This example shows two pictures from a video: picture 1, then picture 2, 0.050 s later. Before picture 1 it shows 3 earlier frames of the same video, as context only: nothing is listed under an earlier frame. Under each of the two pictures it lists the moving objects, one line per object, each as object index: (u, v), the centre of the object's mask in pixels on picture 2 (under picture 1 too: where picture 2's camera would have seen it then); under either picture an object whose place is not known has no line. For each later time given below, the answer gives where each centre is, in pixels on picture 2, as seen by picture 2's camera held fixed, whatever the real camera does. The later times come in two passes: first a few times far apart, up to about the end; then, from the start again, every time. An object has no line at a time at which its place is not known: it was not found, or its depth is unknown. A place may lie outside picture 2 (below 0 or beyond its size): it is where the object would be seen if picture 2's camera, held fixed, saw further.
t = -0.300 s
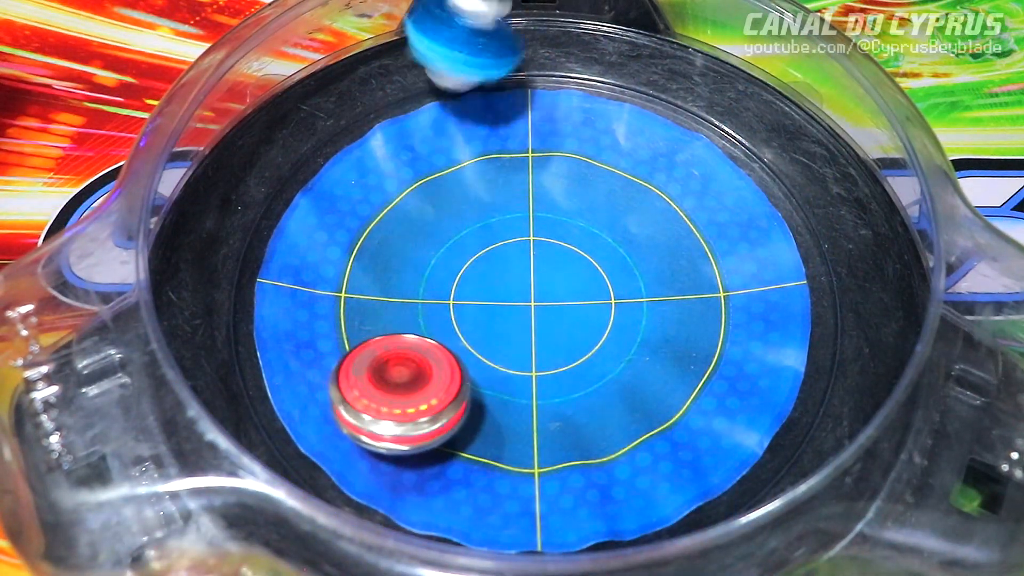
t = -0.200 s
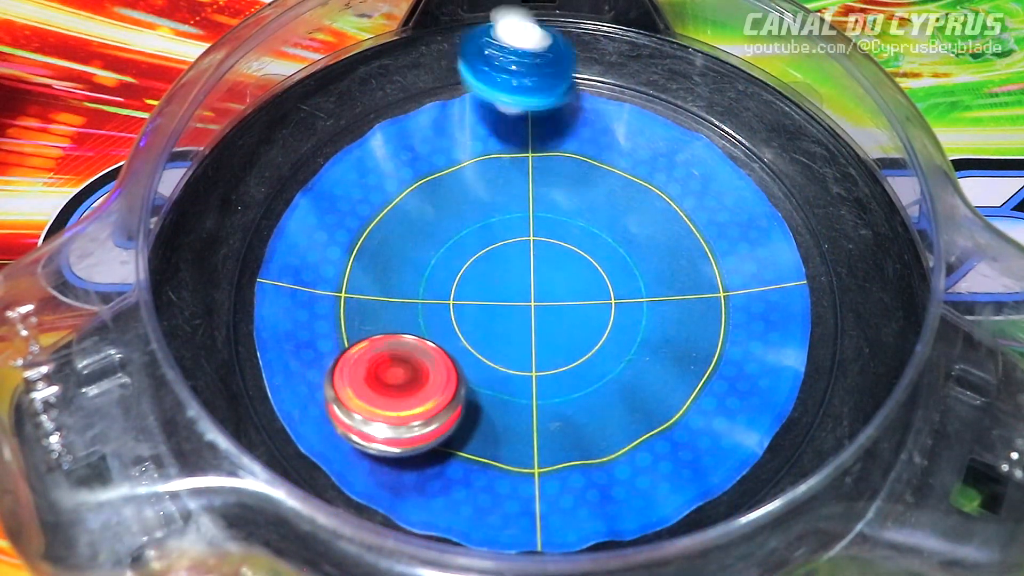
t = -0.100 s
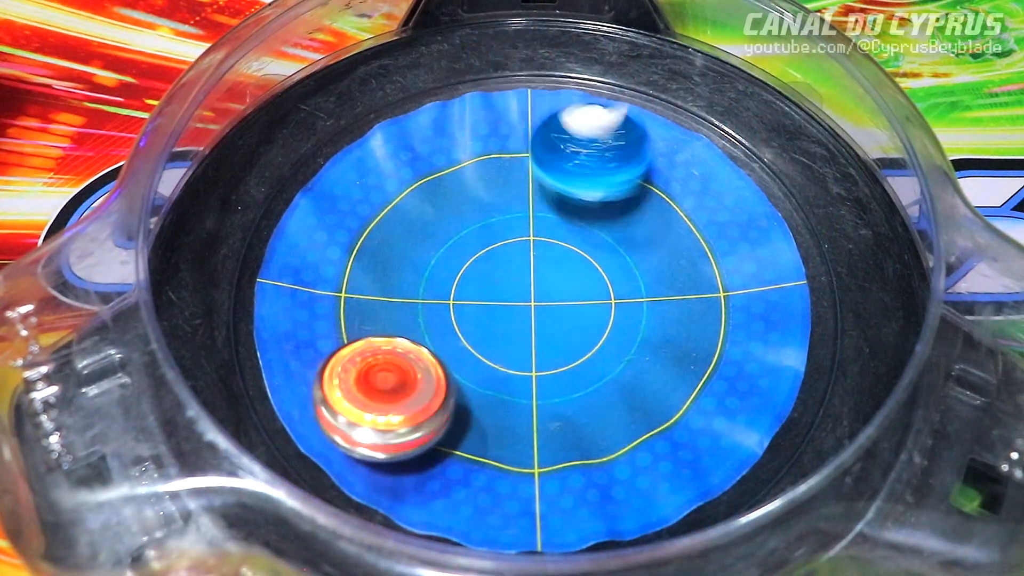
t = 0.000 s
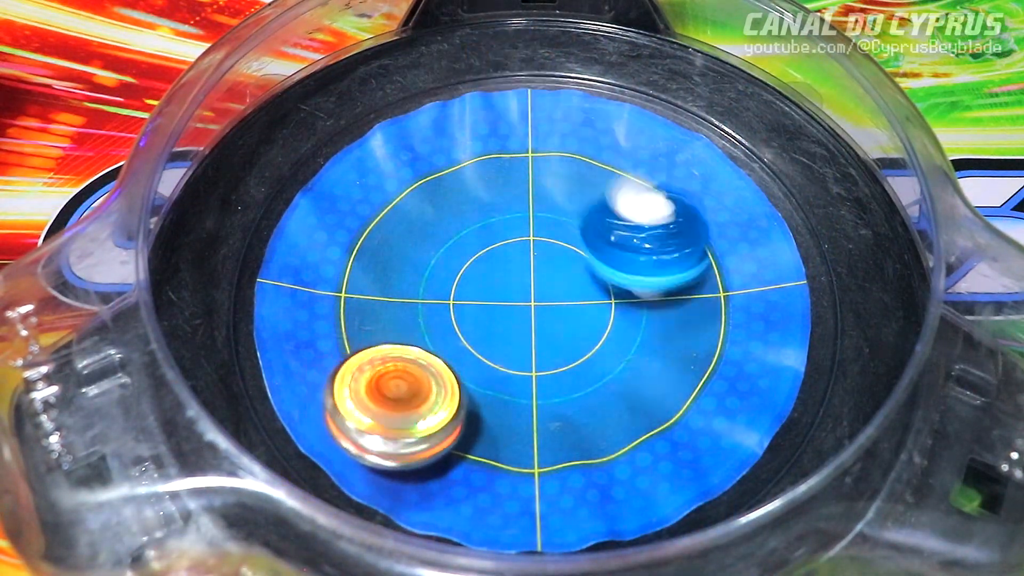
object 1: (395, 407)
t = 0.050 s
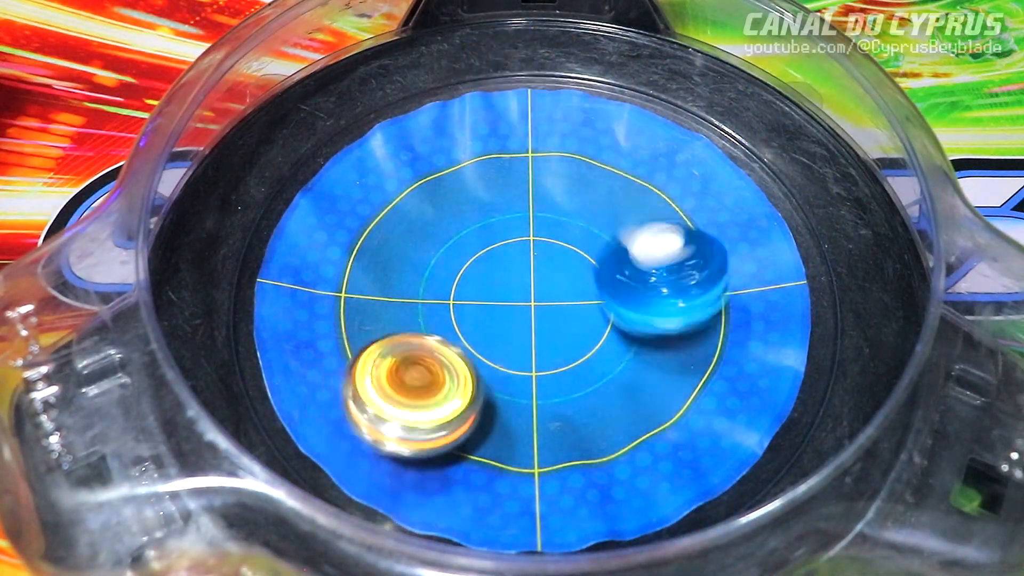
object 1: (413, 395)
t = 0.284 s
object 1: (396, 269)
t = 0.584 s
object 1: (305, 312)
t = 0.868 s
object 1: (448, 214)
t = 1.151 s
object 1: (324, 157)
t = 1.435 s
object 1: (474, 272)
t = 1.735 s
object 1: (569, 119)
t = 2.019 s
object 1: (436, 193)
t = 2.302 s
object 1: (622, 249)
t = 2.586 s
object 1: (589, 132)
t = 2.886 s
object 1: (449, 182)
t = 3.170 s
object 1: (593, 305)
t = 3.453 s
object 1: (713, 205)
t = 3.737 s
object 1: (592, 199)
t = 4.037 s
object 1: (685, 316)
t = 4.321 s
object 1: (620, 258)
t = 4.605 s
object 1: (522, 389)
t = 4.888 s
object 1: (640, 377)
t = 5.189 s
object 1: (461, 270)
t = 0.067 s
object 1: (418, 389)
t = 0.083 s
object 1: (422, 382)
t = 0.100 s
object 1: (425, 373)
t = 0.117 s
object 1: (427, 364)
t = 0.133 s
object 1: (429, 353)
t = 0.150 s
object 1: (429, 343)
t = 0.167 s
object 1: (428, 334)
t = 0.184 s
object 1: (426, 323)
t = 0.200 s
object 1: (423, 314)
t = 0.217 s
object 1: (420, 304)
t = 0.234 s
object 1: (415, 294)
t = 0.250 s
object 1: (409, 285)
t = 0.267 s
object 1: (403, 277)
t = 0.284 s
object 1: (396, 269)
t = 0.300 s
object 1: (389, 263)
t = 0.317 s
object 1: (381, 256)
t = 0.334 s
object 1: (373, 251)
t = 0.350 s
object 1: (364, 247)
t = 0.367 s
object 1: (354, 244)
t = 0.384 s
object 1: (343, 241)
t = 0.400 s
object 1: (332, 239)
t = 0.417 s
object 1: (322, 240)
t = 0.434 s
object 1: (313, 241)
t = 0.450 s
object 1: (305, 243)
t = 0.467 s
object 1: (297, 247)
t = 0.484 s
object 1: (290, 254)
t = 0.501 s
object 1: (284, 260)
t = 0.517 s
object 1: (282, 270)
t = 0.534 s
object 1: (282, 280)
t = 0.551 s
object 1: (286, 291)
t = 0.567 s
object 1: (294, 302)
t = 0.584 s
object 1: (305, 312)
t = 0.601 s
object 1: (320, 320)
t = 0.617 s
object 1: (338, 327)
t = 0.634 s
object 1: (355, 330)
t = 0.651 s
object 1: (361, 330)
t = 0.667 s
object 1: (370, 328)
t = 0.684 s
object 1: (380, 324)
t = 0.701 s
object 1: (391, 318)
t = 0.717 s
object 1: (402, 312)
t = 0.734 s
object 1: (411, 303)
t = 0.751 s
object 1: (422, 293)
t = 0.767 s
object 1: (431, 281)
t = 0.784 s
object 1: (437, 270)
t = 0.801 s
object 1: (443, 259)
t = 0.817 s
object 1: (445, 247)
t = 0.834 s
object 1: (448, 236)
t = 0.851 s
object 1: (449, 225)
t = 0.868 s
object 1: (448, 214)
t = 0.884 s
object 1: (446, 204)
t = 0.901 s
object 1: (443, 193)
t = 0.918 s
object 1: (439, 184)
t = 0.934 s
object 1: (435, 175)
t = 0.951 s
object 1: (428, 166)
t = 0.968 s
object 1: (421, 158)
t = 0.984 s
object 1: (414, 151)
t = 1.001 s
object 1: (406, 145)
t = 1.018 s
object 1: (397, 140)
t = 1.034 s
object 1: (388, 136)
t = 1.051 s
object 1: (378, 134)
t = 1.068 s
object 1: (368, 133)
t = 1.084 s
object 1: (358, 133)
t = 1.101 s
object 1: (349, 136)
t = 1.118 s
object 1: (339, 141)
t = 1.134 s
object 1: (331, 148)
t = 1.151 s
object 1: (324, 157)
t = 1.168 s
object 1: (320, 167)
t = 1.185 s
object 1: (318, 180)
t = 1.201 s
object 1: (321, 194)
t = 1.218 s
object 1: (327, 207)
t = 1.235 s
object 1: (337, 220)
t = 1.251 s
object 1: (349, 233)
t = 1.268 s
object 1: (365, 244)
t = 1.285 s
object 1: (381, 253)
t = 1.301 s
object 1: (397, 260)
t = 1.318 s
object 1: (400, 264)
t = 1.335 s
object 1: (404, 269)
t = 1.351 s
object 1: (411, 272)
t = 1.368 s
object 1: (420, 274)
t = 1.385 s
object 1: (432, 275)
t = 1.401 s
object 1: (445, 275)
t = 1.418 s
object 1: (460, 274)
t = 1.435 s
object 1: (474, 272)
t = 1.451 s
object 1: (490, 269)
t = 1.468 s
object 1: (504, 263)
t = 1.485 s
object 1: (517, 257)
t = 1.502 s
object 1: (529, 251)
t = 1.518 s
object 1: (539, 244)
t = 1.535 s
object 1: (550, 235)
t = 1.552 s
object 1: (558, 226)
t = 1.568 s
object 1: (565, 218)
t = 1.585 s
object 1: (572, 208)
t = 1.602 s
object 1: (577, 198)
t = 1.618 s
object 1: (581, 188)
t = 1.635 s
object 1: (583, 177)
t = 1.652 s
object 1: (584, 168)
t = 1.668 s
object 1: (584, 157)
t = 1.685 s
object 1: (583, 147)
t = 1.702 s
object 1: (579, 137)
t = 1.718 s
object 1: (575, 128)
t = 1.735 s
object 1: (569, 119)
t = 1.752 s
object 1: (562, 110)
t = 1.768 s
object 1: (554, 103)
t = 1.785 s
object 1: (544, 98)
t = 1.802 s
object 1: (533, 93)
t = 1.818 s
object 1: (521, 91)
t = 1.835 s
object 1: (508, 89)
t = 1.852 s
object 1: (495, 90)
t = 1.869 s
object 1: (482, 94)
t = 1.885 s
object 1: (470, 99)
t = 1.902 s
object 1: (459, 106)
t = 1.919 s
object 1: (449, 115)
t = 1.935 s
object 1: (442, 127)
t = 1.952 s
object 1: (437, 138)
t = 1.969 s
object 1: (433, 151)
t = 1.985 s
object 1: (433, 165)
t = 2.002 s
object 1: (433, 180)
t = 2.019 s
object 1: (436, 193)
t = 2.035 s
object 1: (441, 207)
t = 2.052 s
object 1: (446, 218)
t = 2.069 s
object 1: (452, 224)
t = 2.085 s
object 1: (458, 229)
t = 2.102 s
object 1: (466, 236)
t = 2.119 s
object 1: (477, 242)
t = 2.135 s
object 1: (490, 248)
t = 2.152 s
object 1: (502, 253)
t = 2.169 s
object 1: (515, 258)
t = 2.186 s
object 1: (530, 261)
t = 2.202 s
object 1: (544, 263)
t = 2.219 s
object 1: (558, 263)
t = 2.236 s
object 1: (571, 262)
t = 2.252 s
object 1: (585, 261)
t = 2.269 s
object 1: (599, 258)
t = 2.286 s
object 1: (611, 254)
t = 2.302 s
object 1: (622, 249)
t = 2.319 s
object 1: (633, 243)
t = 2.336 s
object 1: (642, 236)
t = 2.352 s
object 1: (650, 229)
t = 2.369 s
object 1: (657, 220)
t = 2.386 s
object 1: (662, 212)
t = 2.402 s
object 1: (665, 202)
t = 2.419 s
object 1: (667, 192)
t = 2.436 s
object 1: (667, 182)
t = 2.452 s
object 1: (666, 173)
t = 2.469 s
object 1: (662, 163)
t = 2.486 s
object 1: (656, 155)
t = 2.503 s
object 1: (647, 147)
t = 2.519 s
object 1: (639, 141)
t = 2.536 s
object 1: (628, 136)
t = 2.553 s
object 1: (616, 132)
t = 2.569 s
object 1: (602, 131)
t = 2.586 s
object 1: (589, 132)
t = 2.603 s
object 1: (576, 135)
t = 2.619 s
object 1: (562, 140)
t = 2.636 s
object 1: (550, 147)
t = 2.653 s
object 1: (540, 155)
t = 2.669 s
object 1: (529, 164)
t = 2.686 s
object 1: (522, 160)
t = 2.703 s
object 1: (514, 150)
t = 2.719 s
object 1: (506, 143)
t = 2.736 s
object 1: (499, 137)
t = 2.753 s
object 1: (493, 133)
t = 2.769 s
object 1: (487, 132)
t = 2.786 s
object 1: (481, 133)
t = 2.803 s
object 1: (475, 136)
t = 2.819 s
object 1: (469, 142)
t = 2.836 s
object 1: (464, 150)
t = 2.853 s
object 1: (458, 159)
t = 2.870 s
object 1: (453, 170)
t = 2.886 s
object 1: (449, 182)
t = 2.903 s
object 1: (446, 193)
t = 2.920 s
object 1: (444, 206)
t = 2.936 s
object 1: (444, 218)
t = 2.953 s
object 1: (445, 230)
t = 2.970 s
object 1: (446, 243)
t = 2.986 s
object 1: (449, 254)
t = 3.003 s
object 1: (457, 264)
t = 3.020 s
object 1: (467, 274)
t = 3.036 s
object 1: (480, 277)
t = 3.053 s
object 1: (497, 283)
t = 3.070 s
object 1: (512, 289)
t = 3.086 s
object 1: (525, 292)
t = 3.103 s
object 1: (539, 297)
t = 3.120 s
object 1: (554, 301)
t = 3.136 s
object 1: (567, 303)
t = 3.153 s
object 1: (580, 305)
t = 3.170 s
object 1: (593, 305)
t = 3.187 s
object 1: (605, 305)
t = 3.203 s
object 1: (618, 303)
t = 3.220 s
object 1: (629, 301)
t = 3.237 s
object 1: (641, 298)
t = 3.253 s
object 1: (653, 295)
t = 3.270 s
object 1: (664, 291)
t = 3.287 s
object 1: (675, 286)
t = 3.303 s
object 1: (684, 280)
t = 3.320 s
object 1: (691, 274)
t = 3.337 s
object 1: (700, 266)
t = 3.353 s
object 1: (705, 258)
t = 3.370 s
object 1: (711, 250)
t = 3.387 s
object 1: (715, 241)
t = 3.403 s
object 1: (717, 232)
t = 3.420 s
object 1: (718, 223)
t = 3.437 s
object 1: (716, 214)
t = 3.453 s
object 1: (713, 205)
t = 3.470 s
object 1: (708, 196)
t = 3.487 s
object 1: (701, 187)
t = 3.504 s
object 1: (694, 181)
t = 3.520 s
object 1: (693, 175)
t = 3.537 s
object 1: (689, 170)
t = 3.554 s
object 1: (683, 167)
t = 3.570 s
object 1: (674, 164)
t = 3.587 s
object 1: (663, 163)
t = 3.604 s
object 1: (651, 162)
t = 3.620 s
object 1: (639, 163)
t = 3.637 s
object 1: (626, 167)
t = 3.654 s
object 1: (613, 172)
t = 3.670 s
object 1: (601, 177)
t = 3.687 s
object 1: (594, 183)
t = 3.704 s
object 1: (594, 187)
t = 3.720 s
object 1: (594, 192)
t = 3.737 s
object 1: (592, 199)
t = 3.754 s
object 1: (590, 206)
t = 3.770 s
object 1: (589, 215)
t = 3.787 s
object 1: (587, 223)
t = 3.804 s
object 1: (587, 232)
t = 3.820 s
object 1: (589, 243)
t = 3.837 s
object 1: (590, 252)
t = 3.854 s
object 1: (593, 261)
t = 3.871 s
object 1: (599, 270)
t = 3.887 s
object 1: (604, 279)
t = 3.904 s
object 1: (611, 287)
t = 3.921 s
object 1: (619, 293)
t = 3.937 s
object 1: (627, 299)
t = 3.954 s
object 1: (636, 305)
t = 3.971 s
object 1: (645, 309)
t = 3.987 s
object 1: (654, 312)
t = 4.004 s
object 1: (664, 315)
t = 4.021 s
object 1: (675, 316)
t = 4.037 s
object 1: (685, 316)
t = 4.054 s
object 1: (694, 316)
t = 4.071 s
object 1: (704, 313)
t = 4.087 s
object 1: (712, 309)
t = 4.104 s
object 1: (720, 304)
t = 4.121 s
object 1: (724, 297)
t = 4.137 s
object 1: (727, 289)
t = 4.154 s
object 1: (726, 281)
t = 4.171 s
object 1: (723, 273)
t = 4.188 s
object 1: (717, 266)
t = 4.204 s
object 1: (708, 260)
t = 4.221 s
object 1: (697, 255)
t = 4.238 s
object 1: (685, 252)
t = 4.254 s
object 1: (672, 250)
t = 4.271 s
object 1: (659, 250)
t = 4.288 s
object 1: (646, 252)
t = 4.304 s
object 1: (633, 254)
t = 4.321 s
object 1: (620, 258)
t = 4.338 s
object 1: (608, 262)
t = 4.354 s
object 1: (595, 268)
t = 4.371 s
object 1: (584, 274)
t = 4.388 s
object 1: (576, 282)
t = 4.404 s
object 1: (566, 289)
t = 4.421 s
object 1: (557, 298)
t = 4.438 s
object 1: (550, 306)
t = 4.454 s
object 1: (543, 315)
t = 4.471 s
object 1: (537, 323)
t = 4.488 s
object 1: (532, 332)
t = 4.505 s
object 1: (527, 339)
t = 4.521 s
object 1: (524, 348)
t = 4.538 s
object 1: (523, 356)
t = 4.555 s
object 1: (521, 364)
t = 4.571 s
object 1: (520, 373)
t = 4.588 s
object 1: (521, 382)
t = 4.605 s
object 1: (522, 389)
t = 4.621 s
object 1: (525, 399)
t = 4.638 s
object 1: (528, 406)
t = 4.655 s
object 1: (533, 414)
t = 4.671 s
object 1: (539, 422)
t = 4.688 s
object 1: (546, 428)
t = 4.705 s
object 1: (555, 433)
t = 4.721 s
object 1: (566, 437)
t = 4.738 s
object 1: (577, 440)
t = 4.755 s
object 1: (589, 440)
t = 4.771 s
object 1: (603, 438)
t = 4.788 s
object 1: (613, 434)
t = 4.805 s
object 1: (623, 428)
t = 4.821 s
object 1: (632, 419)
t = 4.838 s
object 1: (637, 411)
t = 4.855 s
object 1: (642, 399)
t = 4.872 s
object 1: (642, 388)
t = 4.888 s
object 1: (640, 377)
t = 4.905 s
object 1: (637, 367)
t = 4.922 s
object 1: (632, 356)
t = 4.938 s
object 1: (625, 346)
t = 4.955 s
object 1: (617, 336)
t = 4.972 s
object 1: (608, 327)
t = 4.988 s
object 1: (598, 318)
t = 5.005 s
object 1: (588, 311)
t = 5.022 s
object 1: (576, 304)
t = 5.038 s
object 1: (565, 297)
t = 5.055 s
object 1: (553, 292)
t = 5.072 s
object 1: (542, 288)
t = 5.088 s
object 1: (530, 283)
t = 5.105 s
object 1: (518, 280)
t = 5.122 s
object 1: (507, 277)
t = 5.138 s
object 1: (495, 274)
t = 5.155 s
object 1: (484, 273)
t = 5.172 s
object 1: (473, 271)
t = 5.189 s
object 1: (461, 270)
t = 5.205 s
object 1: (449, 270)
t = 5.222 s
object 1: (438, 270)
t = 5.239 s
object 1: (427, 271)
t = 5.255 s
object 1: (417, 272)
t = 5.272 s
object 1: (406, 273)
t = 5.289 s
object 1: (394, 276)
